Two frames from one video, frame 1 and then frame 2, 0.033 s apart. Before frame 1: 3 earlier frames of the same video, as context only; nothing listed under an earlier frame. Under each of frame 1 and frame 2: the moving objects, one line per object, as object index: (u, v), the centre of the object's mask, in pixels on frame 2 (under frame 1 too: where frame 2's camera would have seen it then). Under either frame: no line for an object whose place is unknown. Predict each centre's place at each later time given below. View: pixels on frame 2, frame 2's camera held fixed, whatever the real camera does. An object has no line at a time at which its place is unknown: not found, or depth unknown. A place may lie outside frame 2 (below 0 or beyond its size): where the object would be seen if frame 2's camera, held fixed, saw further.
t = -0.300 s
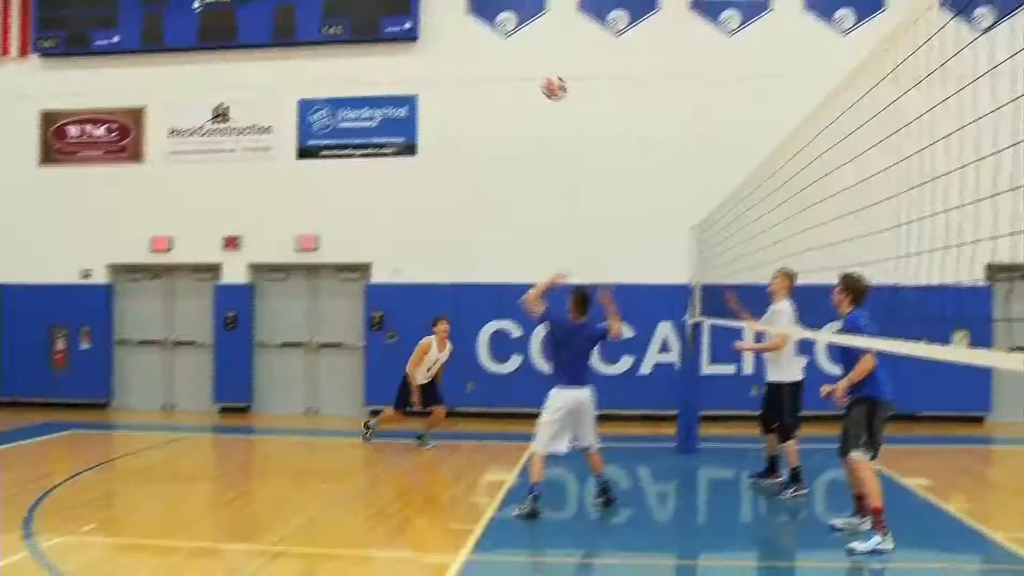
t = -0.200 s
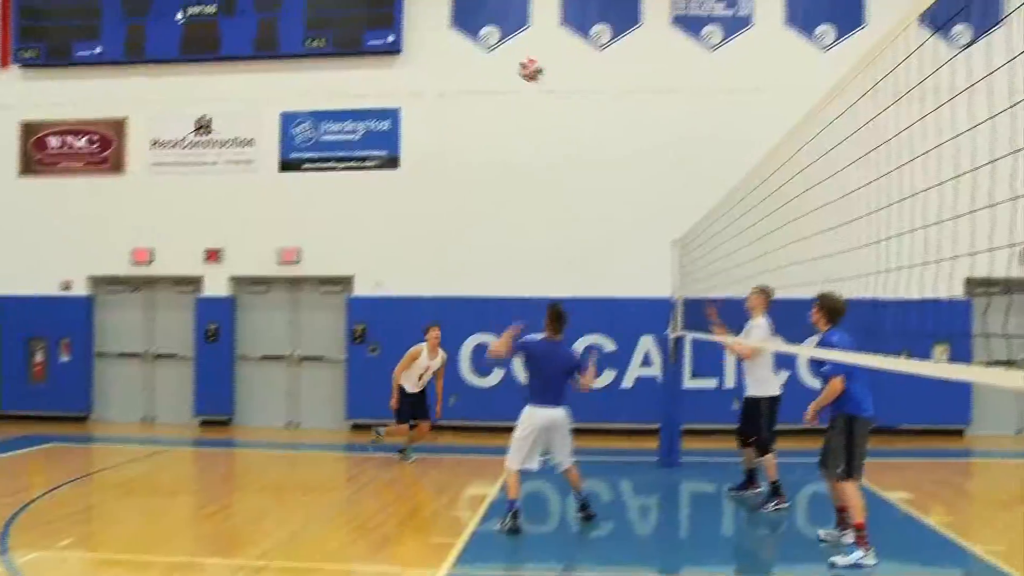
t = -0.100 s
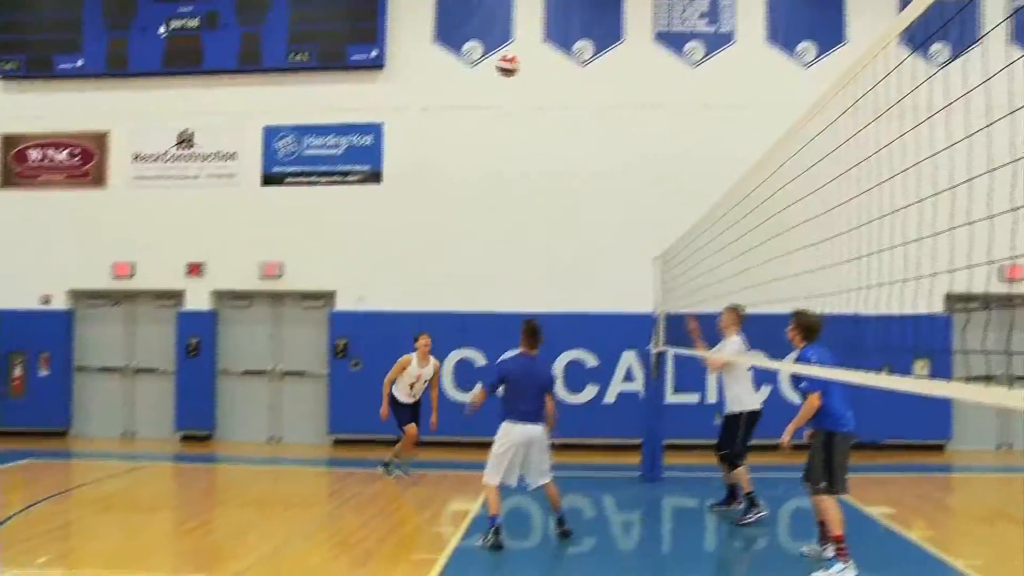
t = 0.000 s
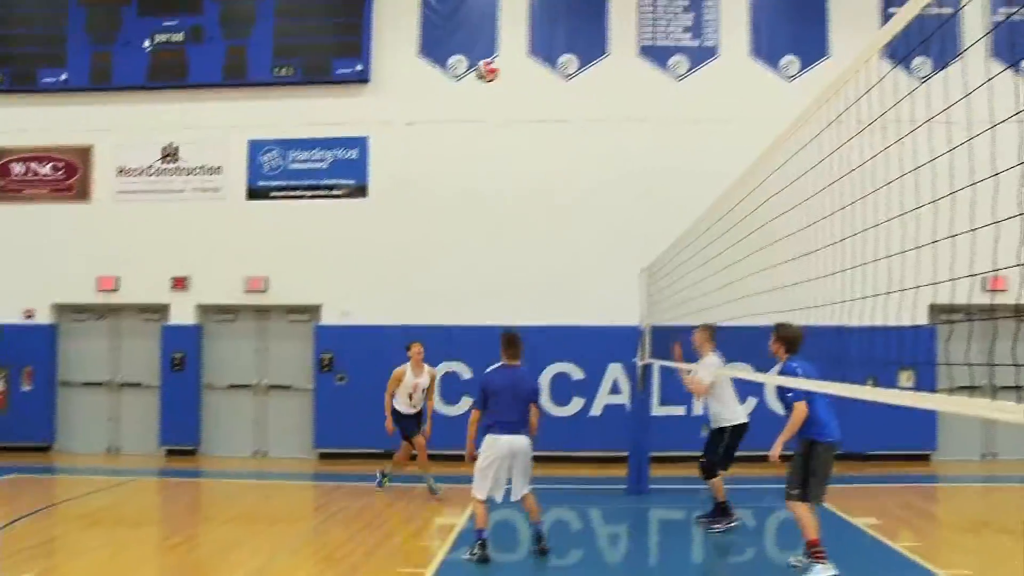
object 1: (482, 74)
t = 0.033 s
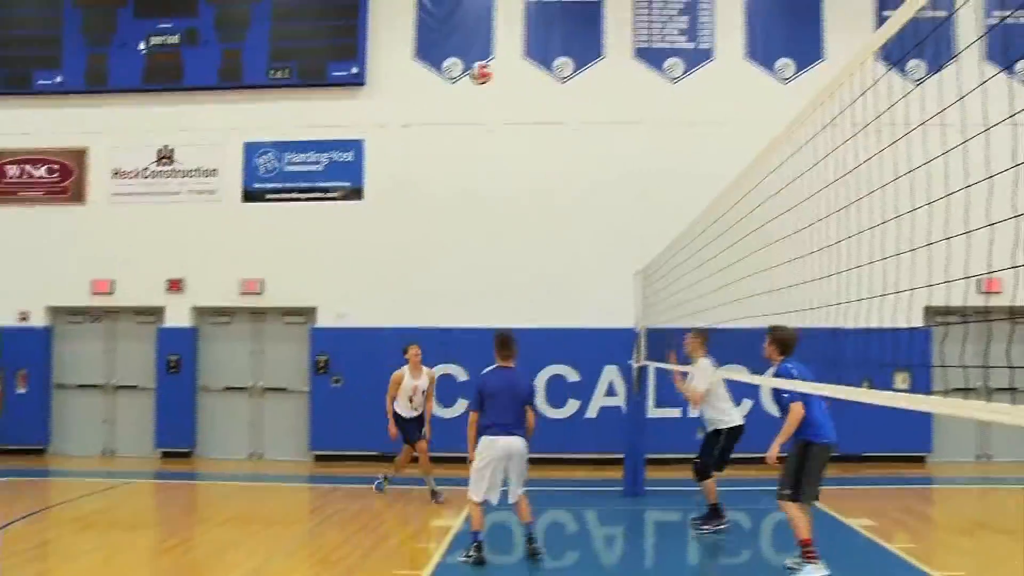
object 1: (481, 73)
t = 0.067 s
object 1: (479, 74)
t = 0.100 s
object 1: (478, 76)
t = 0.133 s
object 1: (476, 79)
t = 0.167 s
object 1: (473, 85)
